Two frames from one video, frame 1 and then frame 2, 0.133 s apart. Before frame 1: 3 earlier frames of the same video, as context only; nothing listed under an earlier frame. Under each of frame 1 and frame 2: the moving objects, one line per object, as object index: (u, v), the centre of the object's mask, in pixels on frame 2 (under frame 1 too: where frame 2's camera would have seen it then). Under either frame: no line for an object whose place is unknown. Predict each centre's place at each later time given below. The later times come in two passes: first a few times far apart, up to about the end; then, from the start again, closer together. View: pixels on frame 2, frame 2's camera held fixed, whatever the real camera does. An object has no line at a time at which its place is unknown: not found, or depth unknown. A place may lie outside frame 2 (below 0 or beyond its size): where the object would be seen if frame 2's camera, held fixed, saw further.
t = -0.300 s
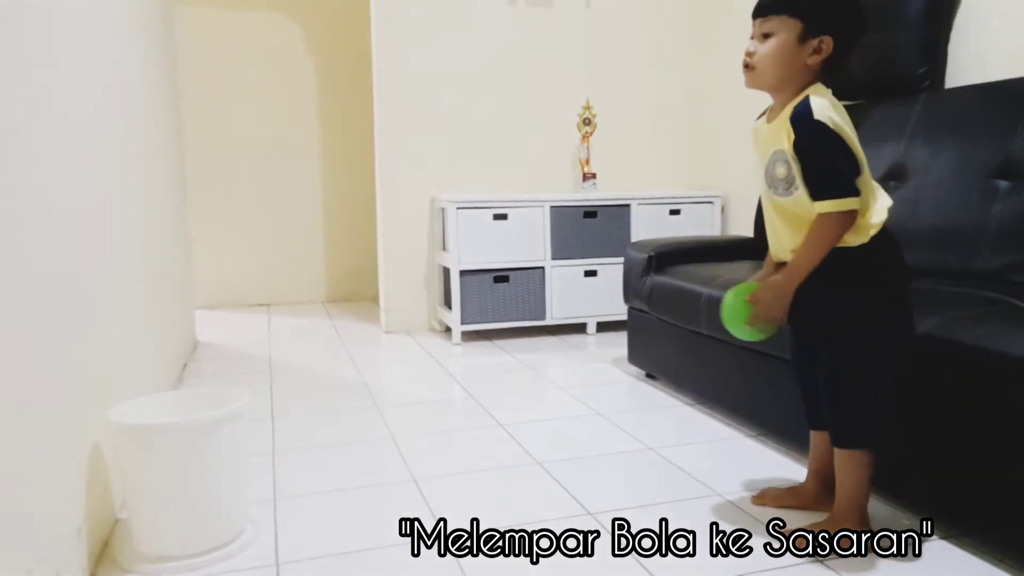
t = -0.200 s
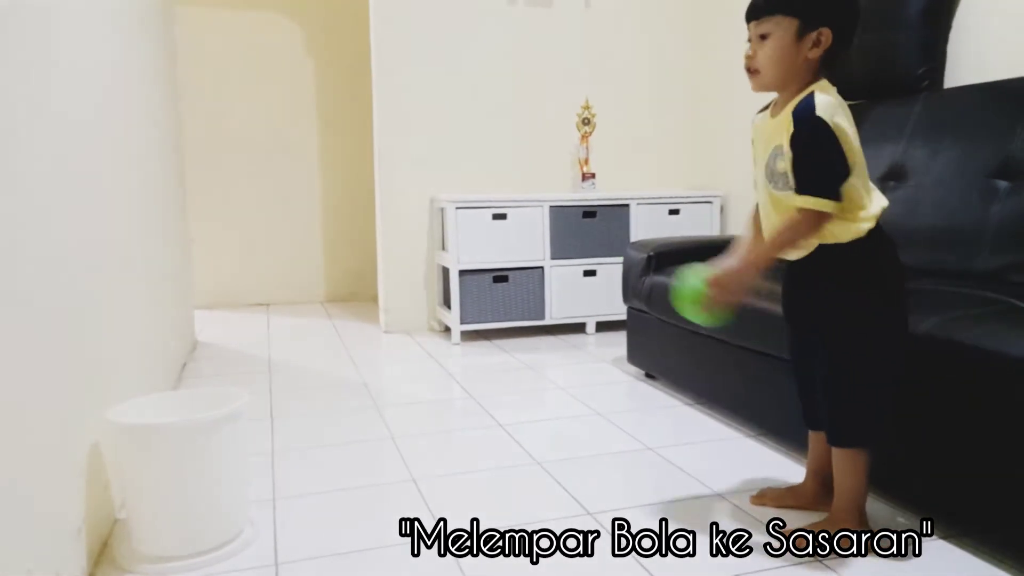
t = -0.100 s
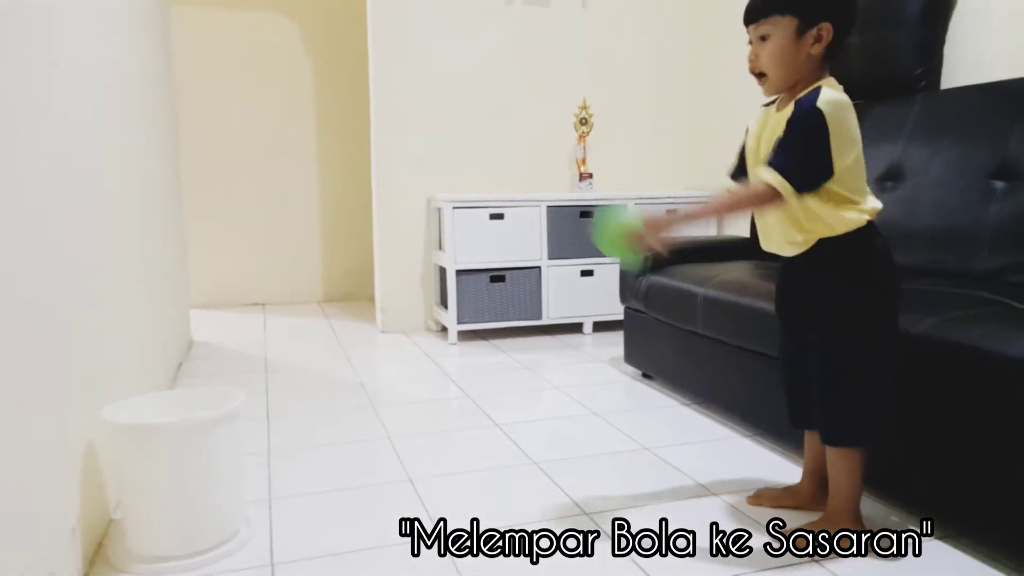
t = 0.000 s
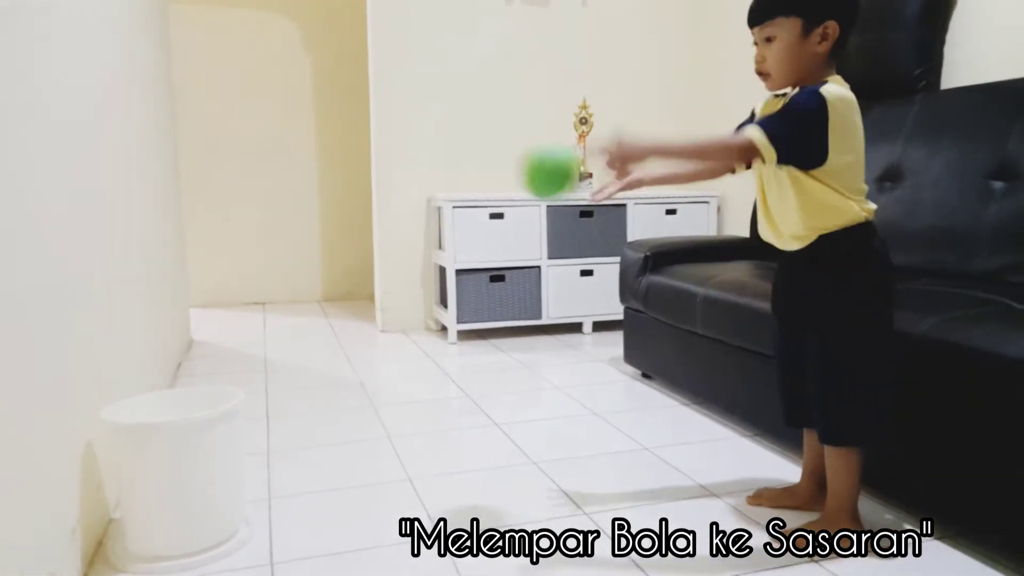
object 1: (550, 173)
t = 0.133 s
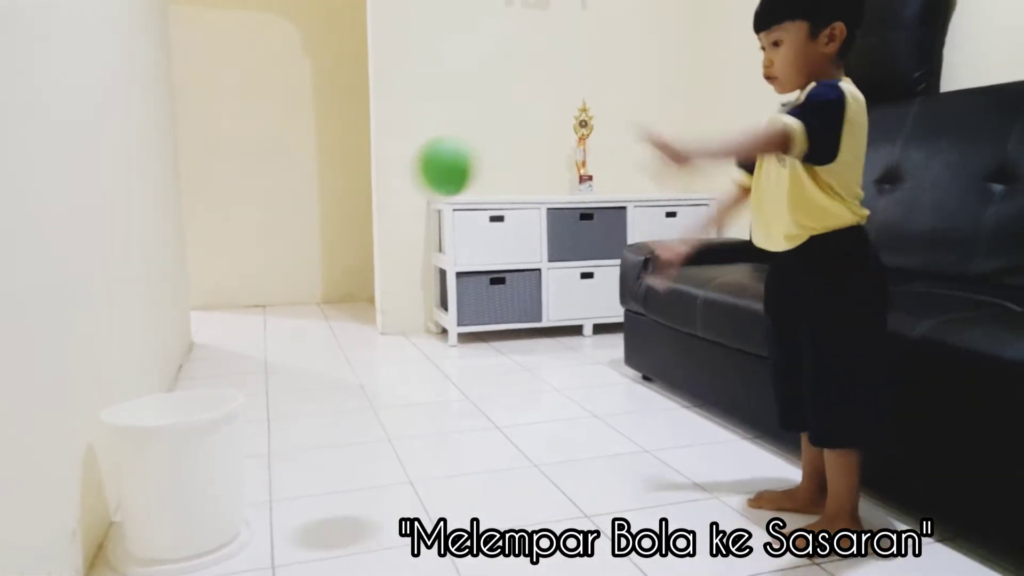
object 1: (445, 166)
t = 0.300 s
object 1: (311, 295)
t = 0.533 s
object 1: (402, 439)
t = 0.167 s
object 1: (418, 179)
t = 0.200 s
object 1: (391, 199)
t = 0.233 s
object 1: (362, 228)
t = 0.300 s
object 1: (311, 295)
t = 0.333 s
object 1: (284, 341)
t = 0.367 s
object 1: (260, 387)
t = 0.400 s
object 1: (279, 391)
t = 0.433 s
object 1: (310, 395)
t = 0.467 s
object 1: (340, 405)
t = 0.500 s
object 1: (371, 420)
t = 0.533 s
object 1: (402, 439)
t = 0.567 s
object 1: (434, 464)
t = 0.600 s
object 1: (466, 497)
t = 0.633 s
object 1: (492, 496)
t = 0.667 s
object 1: (514, 472)
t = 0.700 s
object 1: (537, 457)
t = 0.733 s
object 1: (558, 444)
